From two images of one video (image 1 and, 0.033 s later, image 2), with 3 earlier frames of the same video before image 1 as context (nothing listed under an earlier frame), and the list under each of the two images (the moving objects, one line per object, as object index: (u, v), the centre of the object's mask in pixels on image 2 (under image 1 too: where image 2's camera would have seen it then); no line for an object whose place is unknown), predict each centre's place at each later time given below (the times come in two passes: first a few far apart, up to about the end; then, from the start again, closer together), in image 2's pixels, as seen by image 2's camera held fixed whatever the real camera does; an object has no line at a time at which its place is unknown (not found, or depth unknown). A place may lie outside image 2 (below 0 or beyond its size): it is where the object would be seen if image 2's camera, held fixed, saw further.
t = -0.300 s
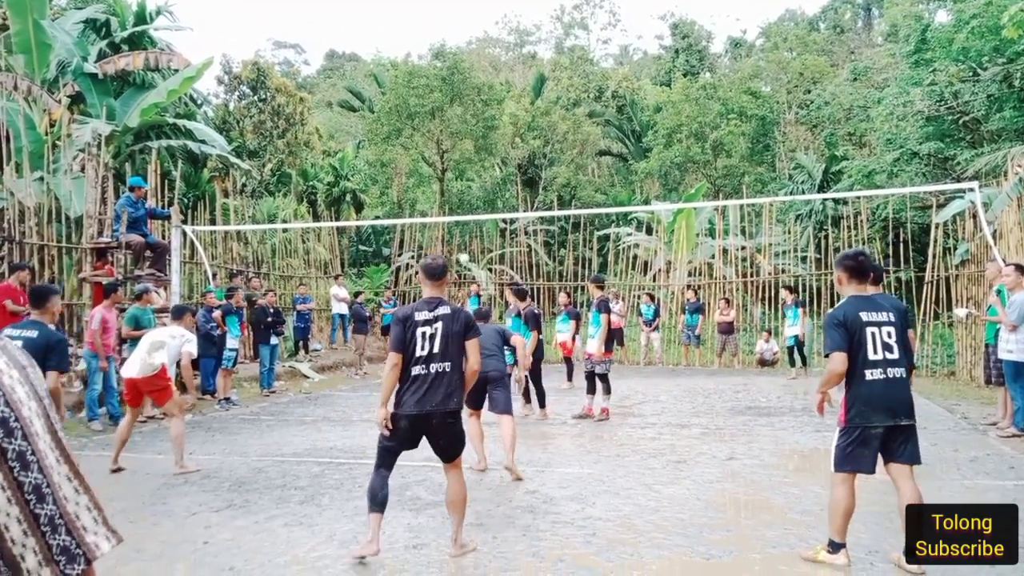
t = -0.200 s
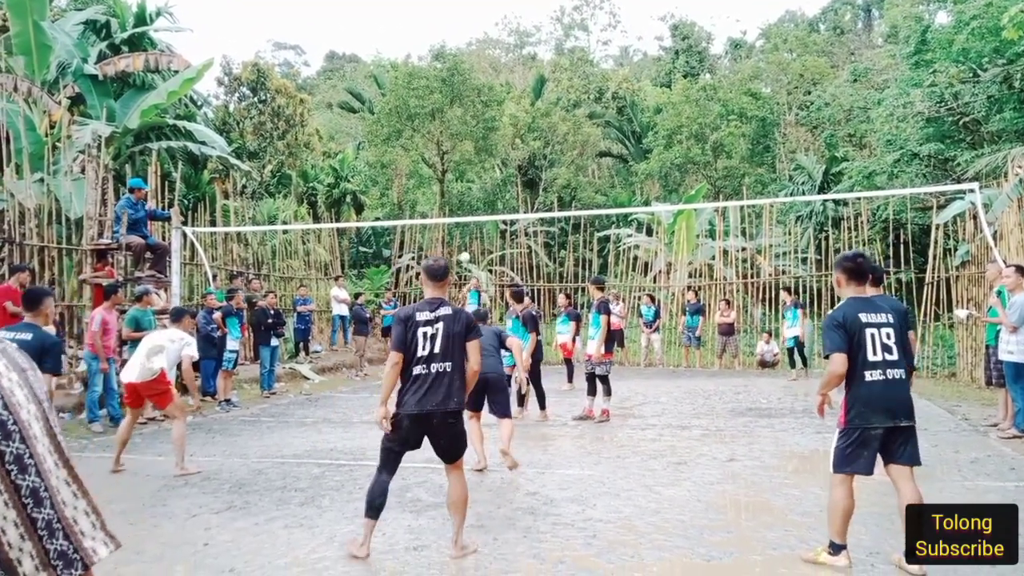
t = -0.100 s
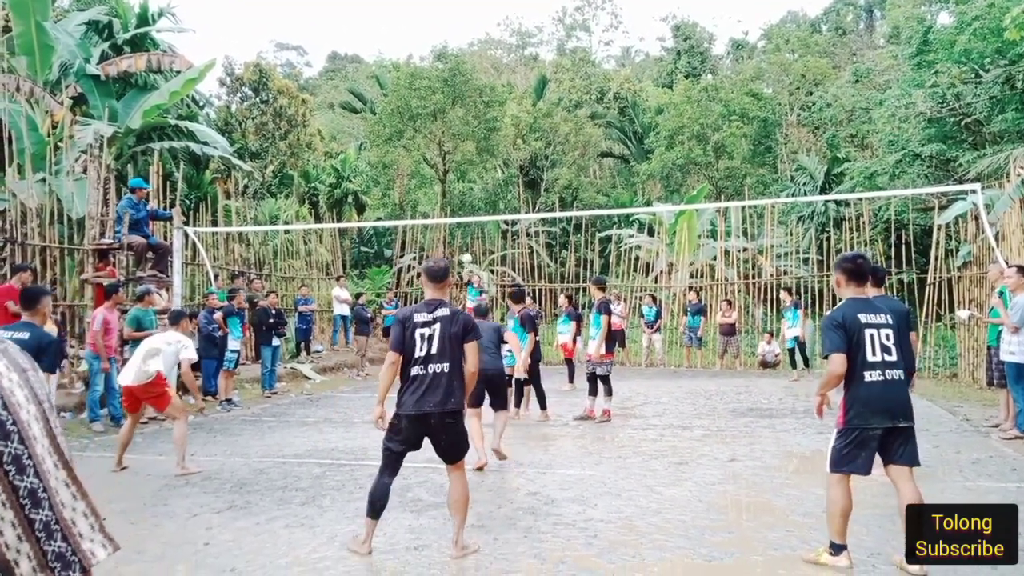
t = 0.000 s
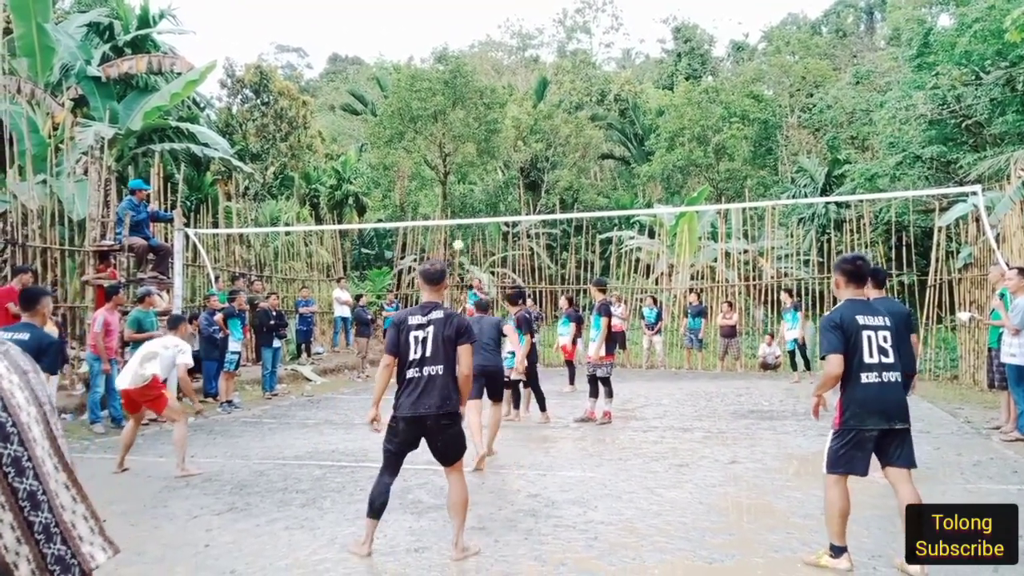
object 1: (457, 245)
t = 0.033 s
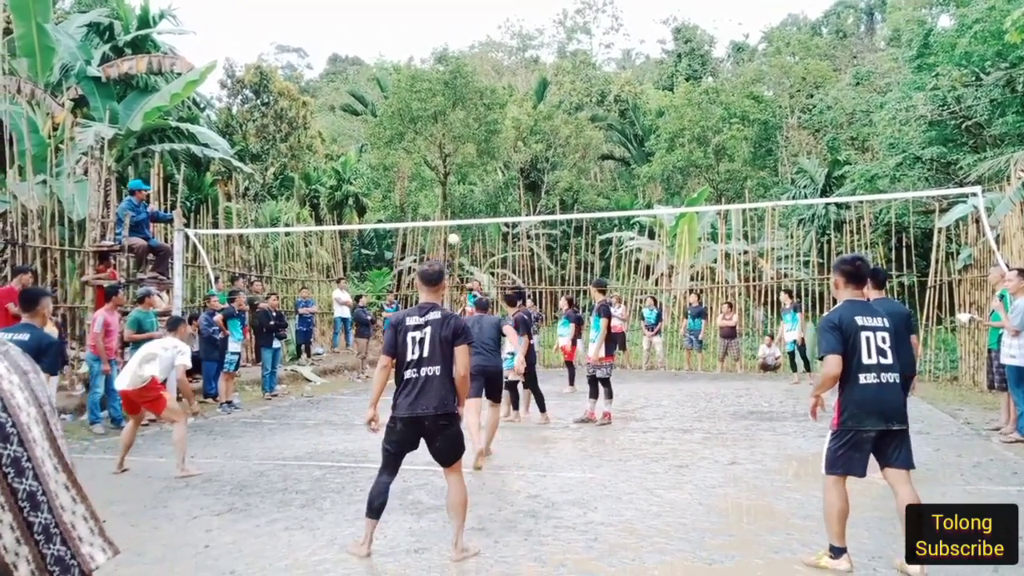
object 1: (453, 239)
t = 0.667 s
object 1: (283, 175)
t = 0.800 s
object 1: (210, 189)
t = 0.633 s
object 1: (298, 173)
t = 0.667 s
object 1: (283, 175)
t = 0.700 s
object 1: (266, 176)
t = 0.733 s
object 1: (249, 180)
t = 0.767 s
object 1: (230, 184)
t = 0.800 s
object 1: (210, 189)
